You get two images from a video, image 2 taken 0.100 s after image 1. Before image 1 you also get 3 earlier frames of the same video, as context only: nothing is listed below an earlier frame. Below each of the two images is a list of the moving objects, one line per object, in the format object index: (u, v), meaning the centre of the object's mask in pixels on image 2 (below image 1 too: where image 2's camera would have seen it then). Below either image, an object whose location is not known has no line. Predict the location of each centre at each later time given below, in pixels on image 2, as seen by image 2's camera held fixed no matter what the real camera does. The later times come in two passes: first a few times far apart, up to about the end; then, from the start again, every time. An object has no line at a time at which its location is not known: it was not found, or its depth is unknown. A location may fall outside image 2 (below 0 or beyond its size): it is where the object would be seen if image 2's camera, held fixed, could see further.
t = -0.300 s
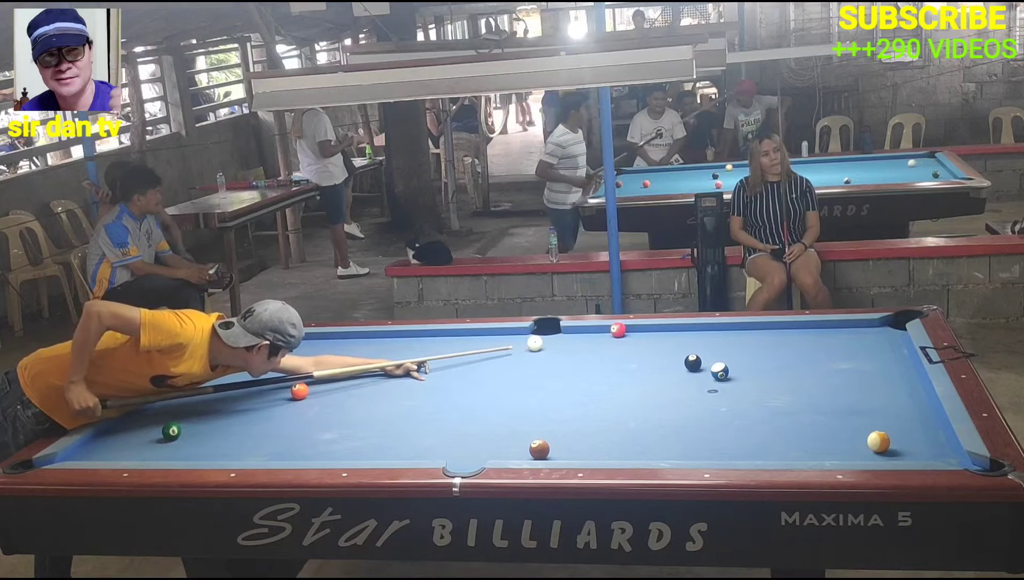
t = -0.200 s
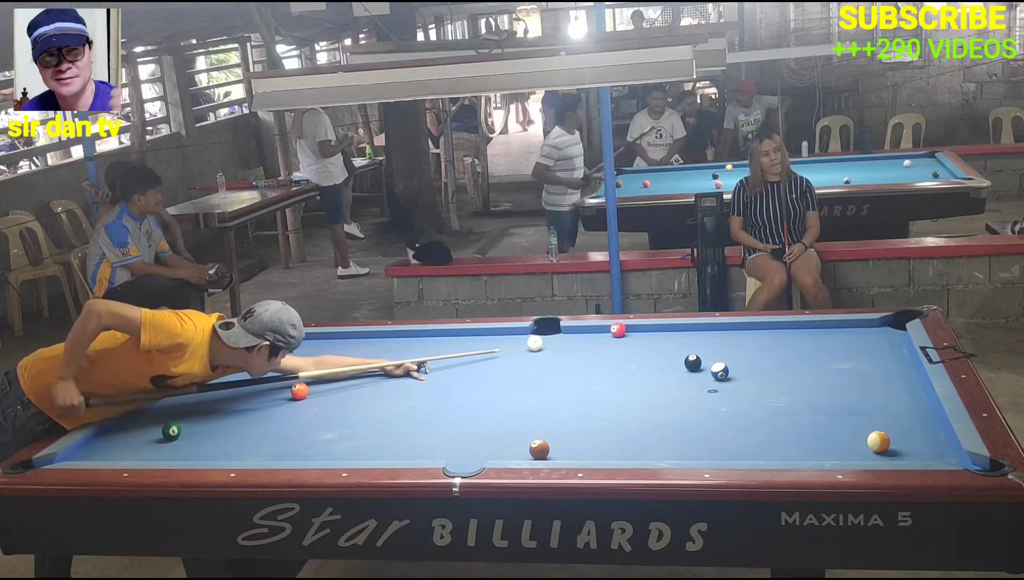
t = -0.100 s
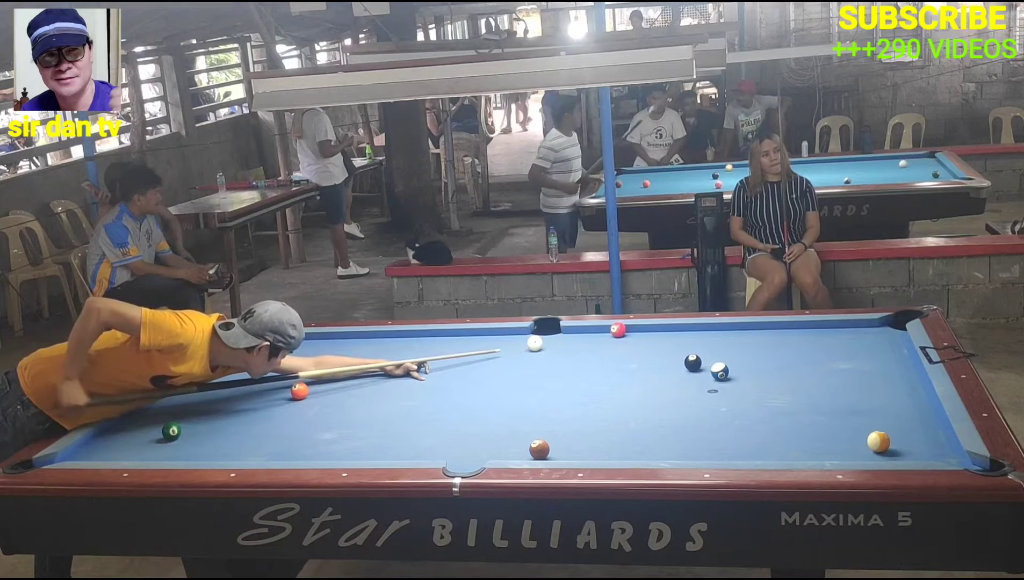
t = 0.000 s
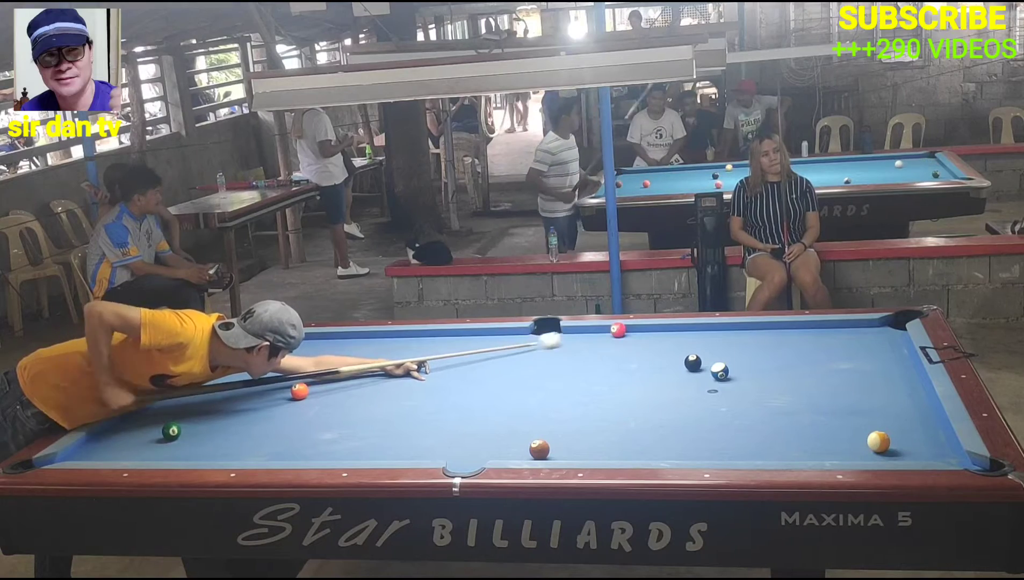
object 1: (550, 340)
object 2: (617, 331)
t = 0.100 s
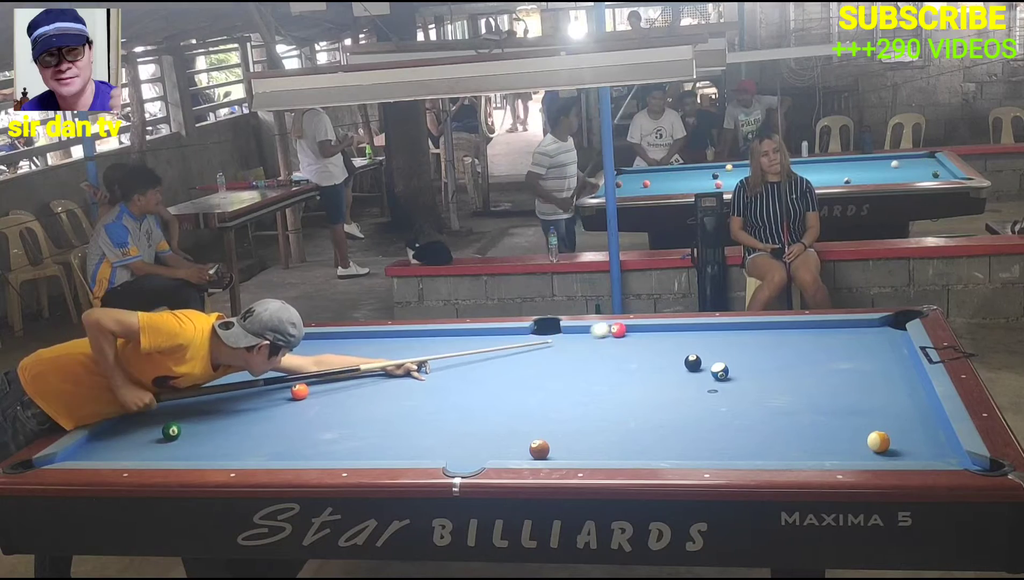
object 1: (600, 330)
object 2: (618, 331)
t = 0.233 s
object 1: (593, 334)
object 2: (663, 330)
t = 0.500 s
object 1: (571, 345)
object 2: (740, 328)
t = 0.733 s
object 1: (551, 355)
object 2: (808, 326)
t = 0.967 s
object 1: (531, 364)
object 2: (877, 325)
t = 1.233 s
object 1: (509, 375)
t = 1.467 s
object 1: (489, 385)
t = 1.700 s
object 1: (469, 395)
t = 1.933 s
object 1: (450, 404)
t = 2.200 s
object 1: (428, 415)
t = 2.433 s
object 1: (409, 424)
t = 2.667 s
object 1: (391, 433)
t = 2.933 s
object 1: (371, 443)
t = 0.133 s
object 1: (601, 330)
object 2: (629, 330)
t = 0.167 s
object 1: (599, 331)
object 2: (641, 330)
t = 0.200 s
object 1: (596, 333)
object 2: (652, 330)
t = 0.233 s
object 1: (593, 334)
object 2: (663, 330)
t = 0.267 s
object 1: (590, 335)
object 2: (672, 330)
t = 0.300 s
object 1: (588, 337)
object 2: (682, 329)
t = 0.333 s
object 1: (585, 338)
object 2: (691, 329)
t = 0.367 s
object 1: (582, 339)
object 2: (701, 329)
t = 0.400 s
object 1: (579, 341)
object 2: (711, 329)
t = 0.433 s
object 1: (576, 342)
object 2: (721, 328)
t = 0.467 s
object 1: (573, 344)
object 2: (731, 328)
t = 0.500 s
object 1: (571, 345)
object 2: (740, 328)
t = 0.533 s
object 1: (568, 346)
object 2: (750, 328)
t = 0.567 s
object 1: (565, 348)
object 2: (760, 327)
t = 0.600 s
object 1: (562, 349)
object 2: (769, 327)
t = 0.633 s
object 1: (559, 351)
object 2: (779, 327)
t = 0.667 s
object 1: (557, 352)
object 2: (789, 327)
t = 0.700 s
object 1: (554, 353)
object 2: (799, 327)
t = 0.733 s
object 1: (551, 355)
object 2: (808, 326)
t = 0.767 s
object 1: (548, 356)
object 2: (818, 326)
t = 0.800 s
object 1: (545, 357)
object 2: (828, 326)
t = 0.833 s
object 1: (542, 359)
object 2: (838, 326)
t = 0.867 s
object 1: (540, 360)
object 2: (847, 326)
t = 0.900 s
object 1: (537, 361)
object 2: (857, 325)
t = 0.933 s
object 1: (534, 363)
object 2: (867, 325)
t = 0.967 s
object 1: (531, 364)
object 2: (877, 325)
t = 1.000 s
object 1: (528, 366)
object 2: (886, 324)
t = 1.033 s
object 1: (526, 367)
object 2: (896, 324)
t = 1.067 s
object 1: (523, 368)
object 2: (901, 323)
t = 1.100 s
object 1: (520, 370)
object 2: (900, 322)
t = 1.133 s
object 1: (517, 371)
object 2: (899, 323)
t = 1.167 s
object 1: (514, 373)
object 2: (899, 324)
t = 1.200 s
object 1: (511, 374)
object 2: (899, 327)
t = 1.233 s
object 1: (509, 375)
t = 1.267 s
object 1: (506, 377)
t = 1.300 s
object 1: (503, 378)
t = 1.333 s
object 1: (500, 379)
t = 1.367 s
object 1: (497, 381)
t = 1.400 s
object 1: (495, 382)
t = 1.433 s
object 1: (492, 384)
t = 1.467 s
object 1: (489, 385)
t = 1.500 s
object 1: (486, 386)
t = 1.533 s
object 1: (483, 388)
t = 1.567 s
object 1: (480, 389)
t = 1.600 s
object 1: (478, 390)
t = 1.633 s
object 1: (475, 392)
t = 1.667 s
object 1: (472, 393)
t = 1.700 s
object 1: (469, 395)
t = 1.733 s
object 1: (466, 396)
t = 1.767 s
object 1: (463, 397)
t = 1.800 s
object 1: (461, 399)
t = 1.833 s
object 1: (458, 400)
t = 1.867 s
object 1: (455, 401)
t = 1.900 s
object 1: (452, 403)
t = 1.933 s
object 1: (450, 404)
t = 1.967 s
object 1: (447, 406)
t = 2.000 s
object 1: (444, 407)
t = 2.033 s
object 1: (441, 408)
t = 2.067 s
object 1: (439, 410)
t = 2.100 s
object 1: (436, 411)
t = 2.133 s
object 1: (434, 413)
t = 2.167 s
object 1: (431, 414)
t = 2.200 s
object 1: (428, 415)
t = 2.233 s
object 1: (425, 417)
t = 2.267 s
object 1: (422, 418)
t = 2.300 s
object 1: (420, 419)
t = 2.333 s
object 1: (417, 420)
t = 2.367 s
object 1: (415, 422)
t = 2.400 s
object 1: (412, 423)
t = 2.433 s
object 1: (409, 424)
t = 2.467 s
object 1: (407, 426)
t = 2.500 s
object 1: (404, 427)
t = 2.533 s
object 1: (401, 428)
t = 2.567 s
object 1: (399, 429)
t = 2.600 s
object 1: (397, 431)
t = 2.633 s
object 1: (394, 432)
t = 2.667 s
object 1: (391, 433)
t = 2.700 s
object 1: (389, 434)
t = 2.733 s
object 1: (386, 436)
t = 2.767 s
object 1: (384, 437)
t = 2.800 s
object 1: (381, 438)
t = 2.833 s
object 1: (379, 439)
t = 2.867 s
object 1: (376, 440)
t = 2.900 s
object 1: (374, 442)
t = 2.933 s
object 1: (371, 443)
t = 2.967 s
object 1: (369, 444)
